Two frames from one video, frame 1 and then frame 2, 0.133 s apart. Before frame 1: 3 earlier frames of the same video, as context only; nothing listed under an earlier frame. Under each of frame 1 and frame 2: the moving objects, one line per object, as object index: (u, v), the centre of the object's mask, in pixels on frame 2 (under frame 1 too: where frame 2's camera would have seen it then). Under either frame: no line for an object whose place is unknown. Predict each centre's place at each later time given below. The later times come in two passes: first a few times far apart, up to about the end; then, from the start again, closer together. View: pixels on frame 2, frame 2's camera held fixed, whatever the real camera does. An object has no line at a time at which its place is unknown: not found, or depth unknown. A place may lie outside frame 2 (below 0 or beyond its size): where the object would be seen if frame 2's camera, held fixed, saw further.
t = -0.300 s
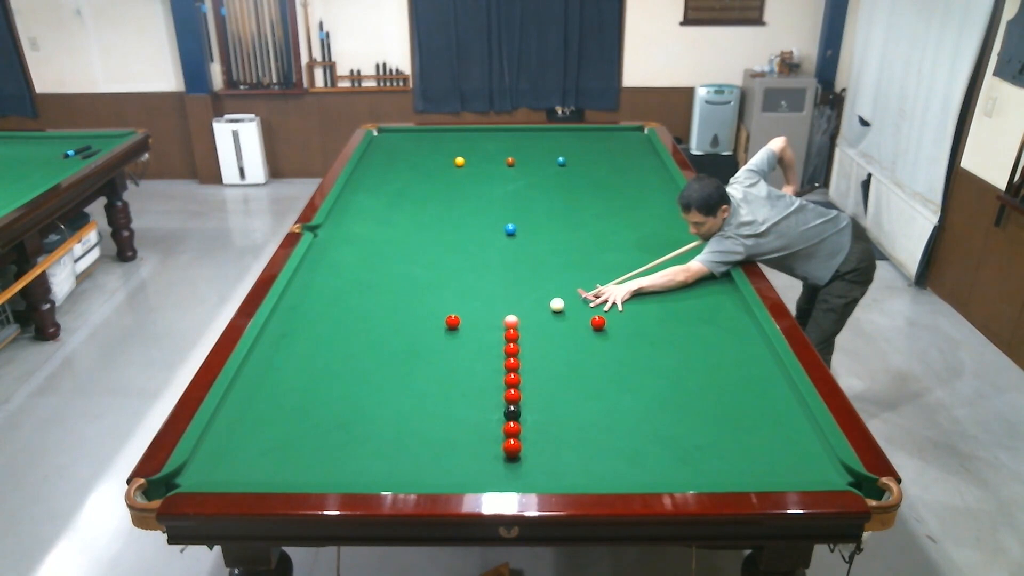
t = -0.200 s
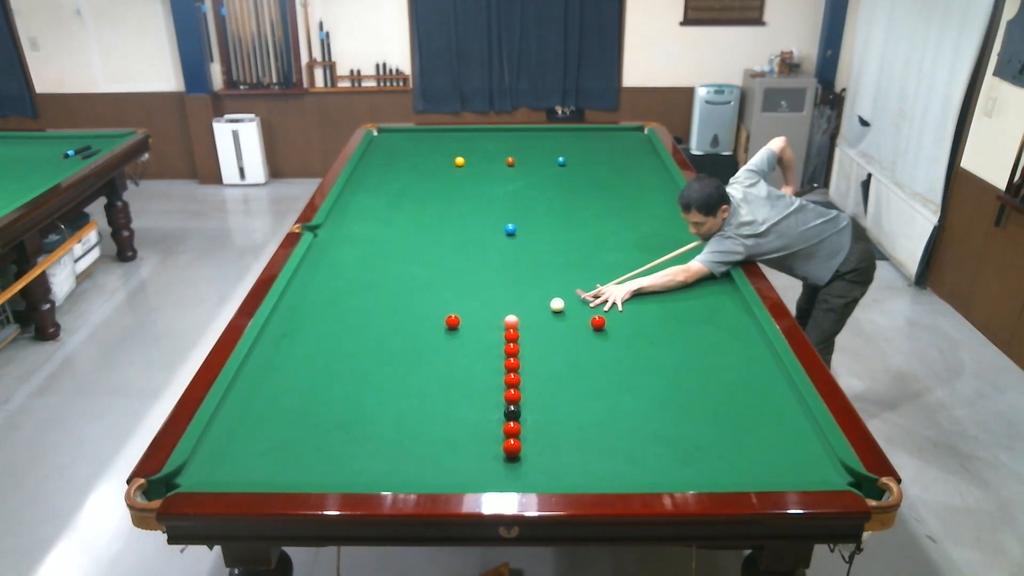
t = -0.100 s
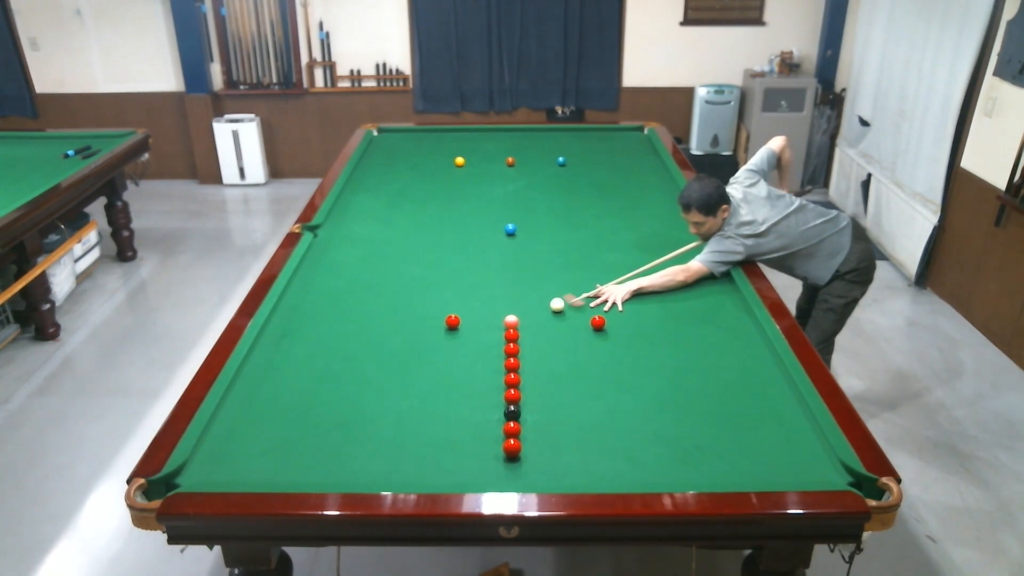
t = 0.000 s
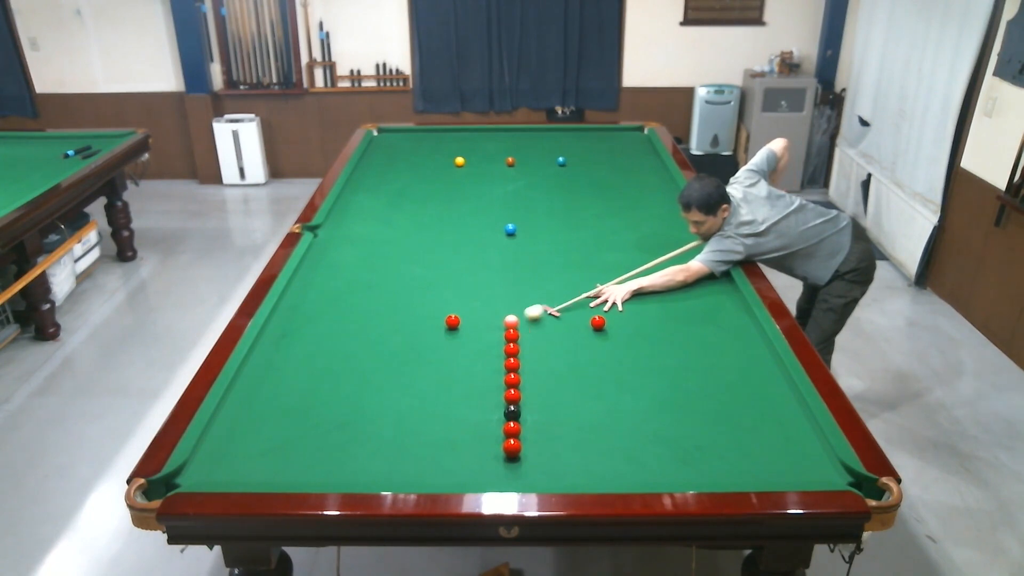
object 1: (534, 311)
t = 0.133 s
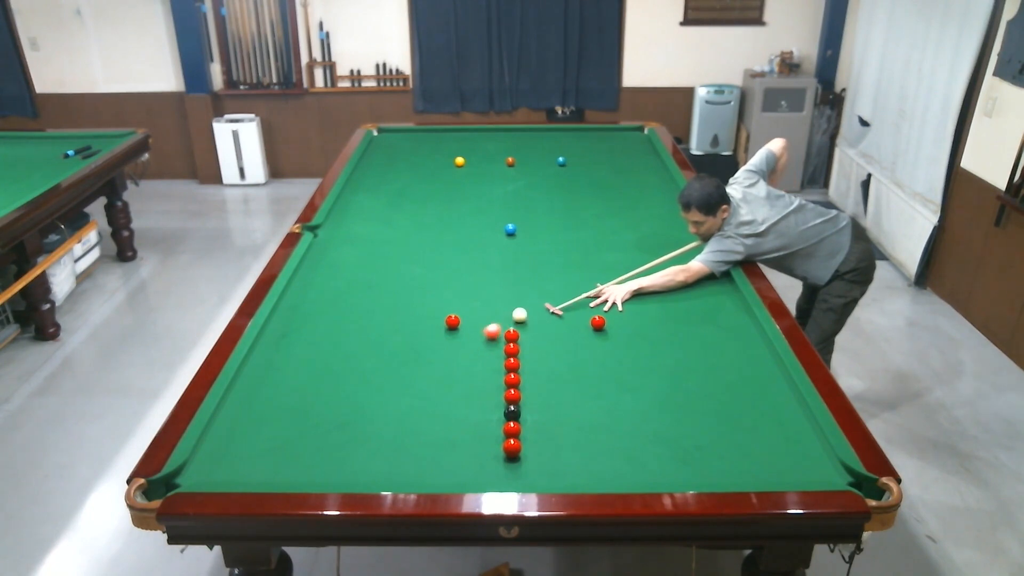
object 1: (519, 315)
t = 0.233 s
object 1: (520, 312)
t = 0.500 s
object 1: (522, 307)
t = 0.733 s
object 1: (524, 302)
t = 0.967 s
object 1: (525, 298)
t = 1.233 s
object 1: (526, 294)
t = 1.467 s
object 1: (527, 292)
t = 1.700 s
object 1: (527, 290)
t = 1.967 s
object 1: (528, 288)
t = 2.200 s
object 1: (528, 286)
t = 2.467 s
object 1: (528, 286)
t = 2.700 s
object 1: (529, 286)
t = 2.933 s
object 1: (529, 286)
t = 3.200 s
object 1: (529, 286)
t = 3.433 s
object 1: (529, 286)
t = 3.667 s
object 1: (529, 286)
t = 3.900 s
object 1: (529, 286)
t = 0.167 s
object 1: (520, 314)
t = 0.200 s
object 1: (520, 313)
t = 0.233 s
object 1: (520, 312)
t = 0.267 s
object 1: (521, 312)
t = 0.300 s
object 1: (521, 311)
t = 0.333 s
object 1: (521, 310)
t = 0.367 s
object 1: (521, 309)
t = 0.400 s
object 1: (521, 309)
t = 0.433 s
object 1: (522, 308)
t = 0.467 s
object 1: (522, 307)
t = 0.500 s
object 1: (522, 307)
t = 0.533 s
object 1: (522, 306)
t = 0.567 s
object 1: (523, 305)
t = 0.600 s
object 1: (523, 305)
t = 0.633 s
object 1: (523, 304)
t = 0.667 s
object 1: (523, 303)
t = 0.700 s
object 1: (523, 303)
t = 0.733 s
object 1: (524, 302)
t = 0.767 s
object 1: (524, 301)
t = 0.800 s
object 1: (524, 301)
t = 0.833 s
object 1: (524, 300)
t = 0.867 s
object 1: (524, 300)
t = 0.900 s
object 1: (525, 299)
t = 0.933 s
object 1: (525, 299)
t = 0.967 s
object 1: (525, 298)
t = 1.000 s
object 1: (525, 298)
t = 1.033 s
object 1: (525, 297)
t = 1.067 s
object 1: (525, 297)
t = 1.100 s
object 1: (525, 296)
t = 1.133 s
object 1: (525, 296)
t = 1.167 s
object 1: (526, 295)
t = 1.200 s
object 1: (526, 295)
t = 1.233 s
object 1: (526, 294)
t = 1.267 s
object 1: (526, 294)
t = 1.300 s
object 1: (526, 294)
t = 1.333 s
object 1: (526, 293)
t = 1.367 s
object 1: (526, 293)
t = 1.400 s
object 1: (526, 292)
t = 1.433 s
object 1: (527, 292)
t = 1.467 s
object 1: (527, 292)
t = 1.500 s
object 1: (527, 291)
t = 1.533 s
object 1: (527, 291)
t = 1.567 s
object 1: (527, 291)
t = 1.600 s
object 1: (527, 290)
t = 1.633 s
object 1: (527, 290)
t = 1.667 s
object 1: (527, 290)
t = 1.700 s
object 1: (527, 290)
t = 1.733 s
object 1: (527, 289)
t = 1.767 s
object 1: (527, 289)
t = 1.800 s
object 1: (527, 289)
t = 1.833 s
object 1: (527, 288)
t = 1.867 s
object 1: (527, 288)
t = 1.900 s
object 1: (527, 288)
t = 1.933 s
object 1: (528, 288)
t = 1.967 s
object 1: (528, 288)
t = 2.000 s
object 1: (528, 287)
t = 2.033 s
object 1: (528, 287)
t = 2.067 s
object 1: (528, 287)
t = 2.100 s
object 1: (528, 287)
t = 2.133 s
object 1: (528, 287)
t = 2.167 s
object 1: (528, 287)
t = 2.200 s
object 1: (528, 286)
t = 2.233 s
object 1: (528, 286)
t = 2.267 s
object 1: (528, 286)
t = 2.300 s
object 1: (528, 286)
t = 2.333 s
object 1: (528, 286)
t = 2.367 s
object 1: (528, 286)
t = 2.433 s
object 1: (528, 286)
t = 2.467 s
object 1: (528, 286)
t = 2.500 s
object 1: (528, 286)
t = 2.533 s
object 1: (528, 286)
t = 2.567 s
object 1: (528, 286)
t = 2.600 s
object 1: (528, 286)
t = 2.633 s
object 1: (529, 286)
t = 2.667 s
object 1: (529, 286)
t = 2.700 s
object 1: (529, 286)
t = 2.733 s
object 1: (529, 286)
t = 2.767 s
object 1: (529, 286)
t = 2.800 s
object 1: (529, 286)
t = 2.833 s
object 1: (529, 286)
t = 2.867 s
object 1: (529, 286)
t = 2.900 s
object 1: (529, 286)
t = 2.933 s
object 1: (529, 286)
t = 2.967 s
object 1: (529, 286)
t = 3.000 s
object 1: (529, 286)
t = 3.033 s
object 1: (529, 286)
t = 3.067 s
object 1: (529, 286)
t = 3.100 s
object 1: (529, 286)
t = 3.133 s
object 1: (529, 286)
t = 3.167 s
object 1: (529, 286)
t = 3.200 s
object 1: (529, 286)
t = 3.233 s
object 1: (529, 286)
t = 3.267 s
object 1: (529, 286)
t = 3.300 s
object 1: (529, 286)
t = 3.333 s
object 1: (529, 286)
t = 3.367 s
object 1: (529, 286)
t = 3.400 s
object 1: (529, 286)
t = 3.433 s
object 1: (529, 286)
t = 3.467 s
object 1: (529, 286)
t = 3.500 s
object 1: (529, 286)
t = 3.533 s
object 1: (529, 286)
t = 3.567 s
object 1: (529, 286)
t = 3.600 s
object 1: (529, 286)
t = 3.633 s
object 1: (529, 286)
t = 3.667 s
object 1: (529, 286)
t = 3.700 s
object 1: (529, 286)
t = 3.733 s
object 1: (529, 285)
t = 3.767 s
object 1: (529, 286)
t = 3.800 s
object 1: (529, 285)
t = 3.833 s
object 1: (529, 286)
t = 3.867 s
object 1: (529, 285)
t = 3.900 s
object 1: (529, 286)
